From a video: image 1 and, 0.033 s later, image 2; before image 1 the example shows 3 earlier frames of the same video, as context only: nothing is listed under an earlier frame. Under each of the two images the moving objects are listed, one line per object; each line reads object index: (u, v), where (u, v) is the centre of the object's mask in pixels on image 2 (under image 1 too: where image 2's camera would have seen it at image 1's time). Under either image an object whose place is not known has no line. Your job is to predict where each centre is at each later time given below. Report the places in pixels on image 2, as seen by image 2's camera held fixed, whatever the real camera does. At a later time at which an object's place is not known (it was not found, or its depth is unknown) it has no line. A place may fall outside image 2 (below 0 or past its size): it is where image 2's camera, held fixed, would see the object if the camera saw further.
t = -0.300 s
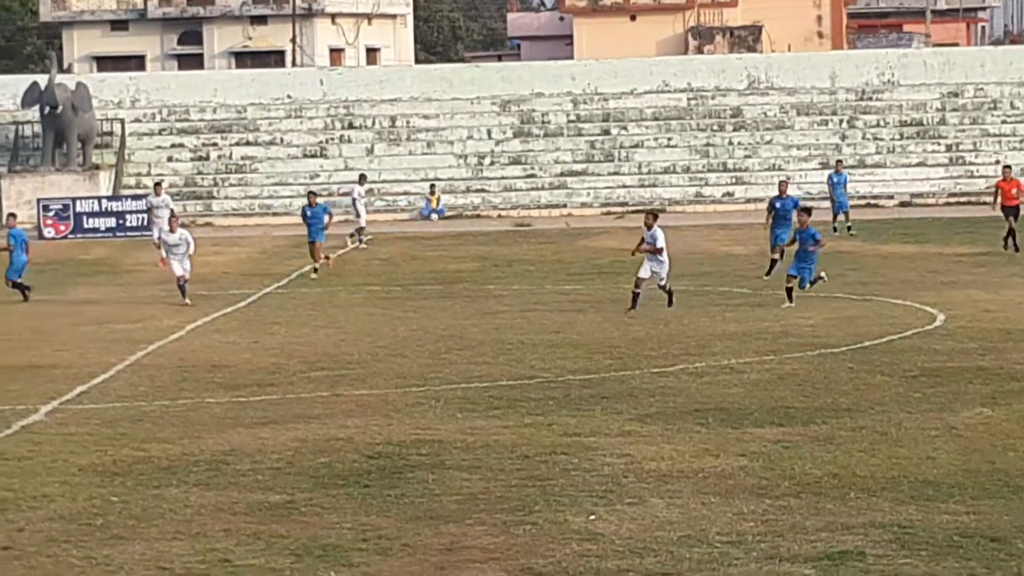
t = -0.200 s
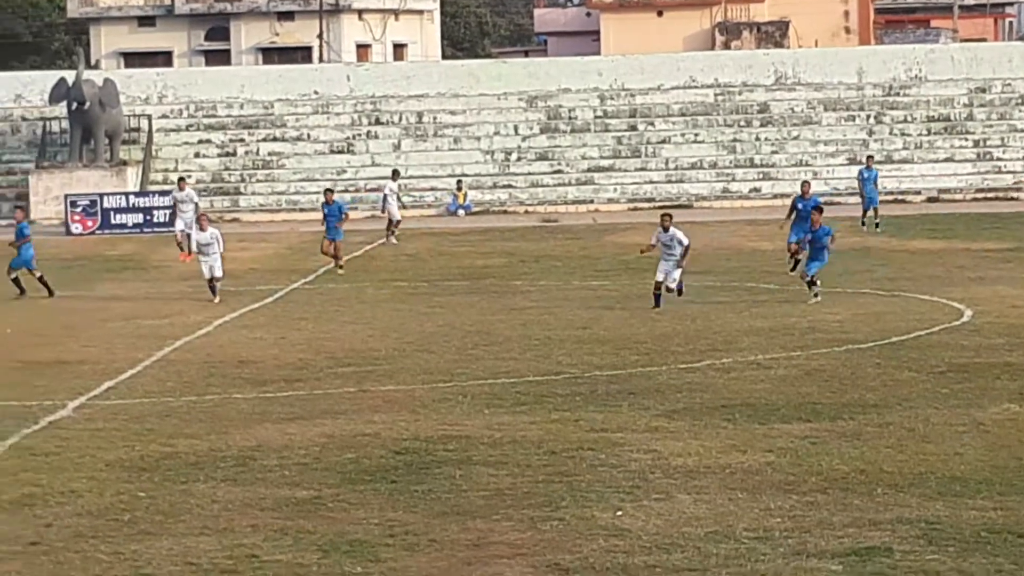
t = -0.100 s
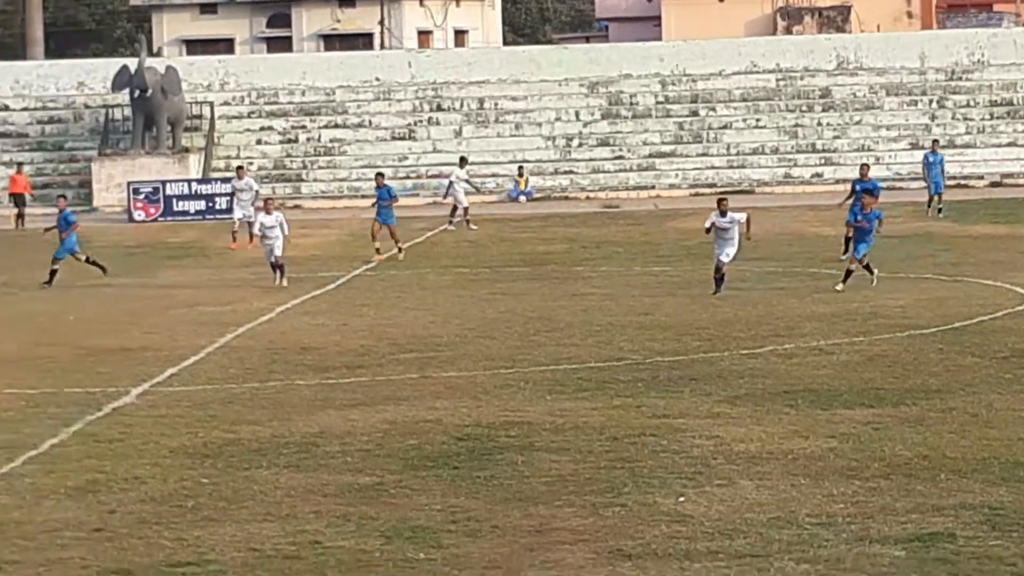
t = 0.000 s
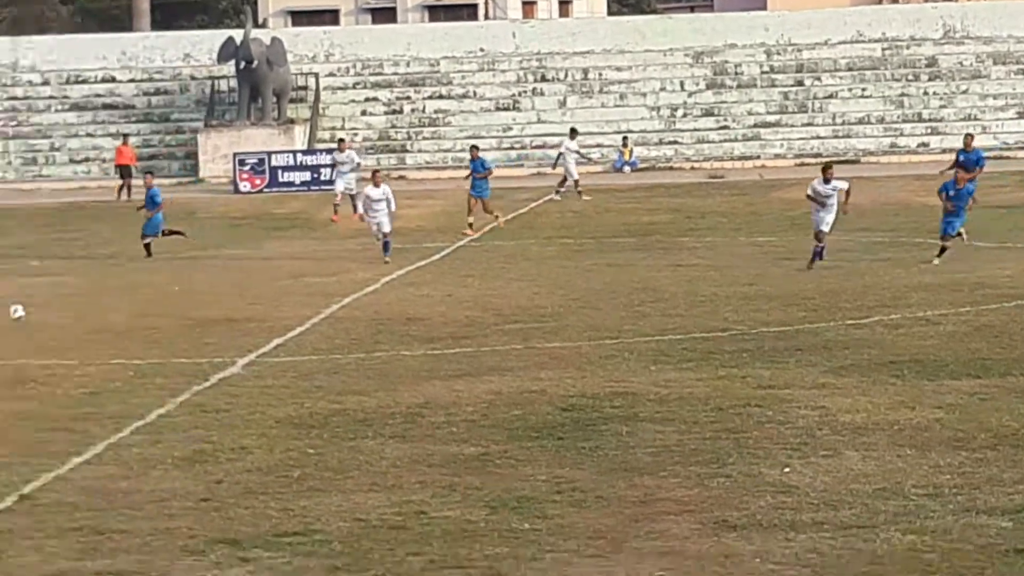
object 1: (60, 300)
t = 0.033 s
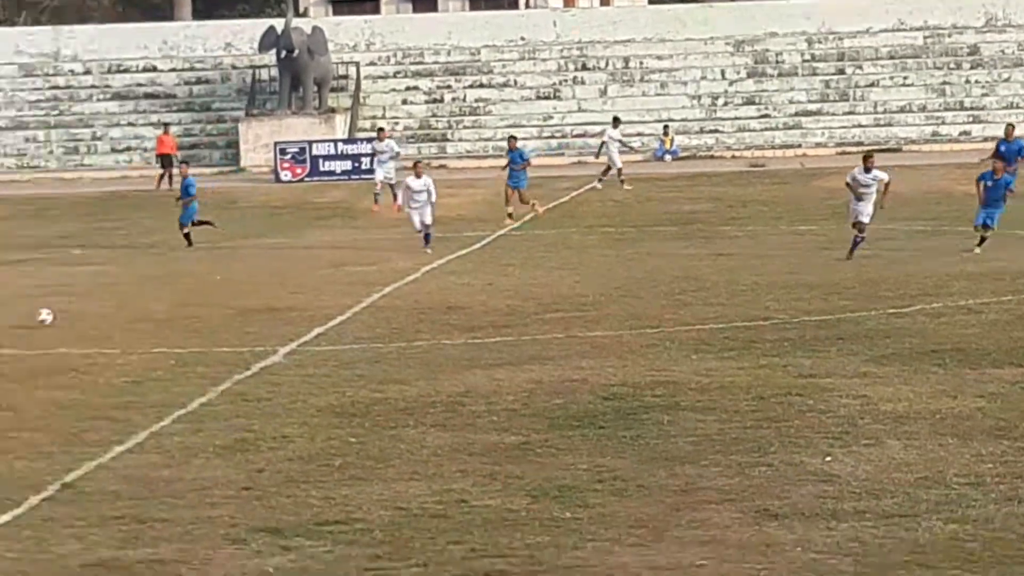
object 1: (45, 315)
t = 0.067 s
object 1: (31, 317)
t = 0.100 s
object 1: (21, 310)
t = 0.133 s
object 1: (7, 304)
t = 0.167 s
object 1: (1, 297)
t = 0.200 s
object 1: (-8, 293)
